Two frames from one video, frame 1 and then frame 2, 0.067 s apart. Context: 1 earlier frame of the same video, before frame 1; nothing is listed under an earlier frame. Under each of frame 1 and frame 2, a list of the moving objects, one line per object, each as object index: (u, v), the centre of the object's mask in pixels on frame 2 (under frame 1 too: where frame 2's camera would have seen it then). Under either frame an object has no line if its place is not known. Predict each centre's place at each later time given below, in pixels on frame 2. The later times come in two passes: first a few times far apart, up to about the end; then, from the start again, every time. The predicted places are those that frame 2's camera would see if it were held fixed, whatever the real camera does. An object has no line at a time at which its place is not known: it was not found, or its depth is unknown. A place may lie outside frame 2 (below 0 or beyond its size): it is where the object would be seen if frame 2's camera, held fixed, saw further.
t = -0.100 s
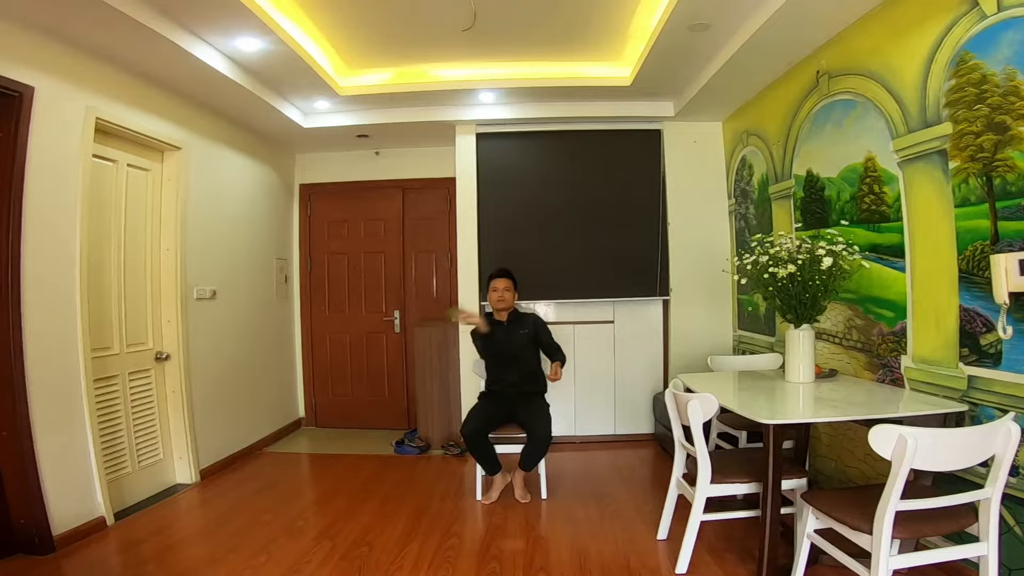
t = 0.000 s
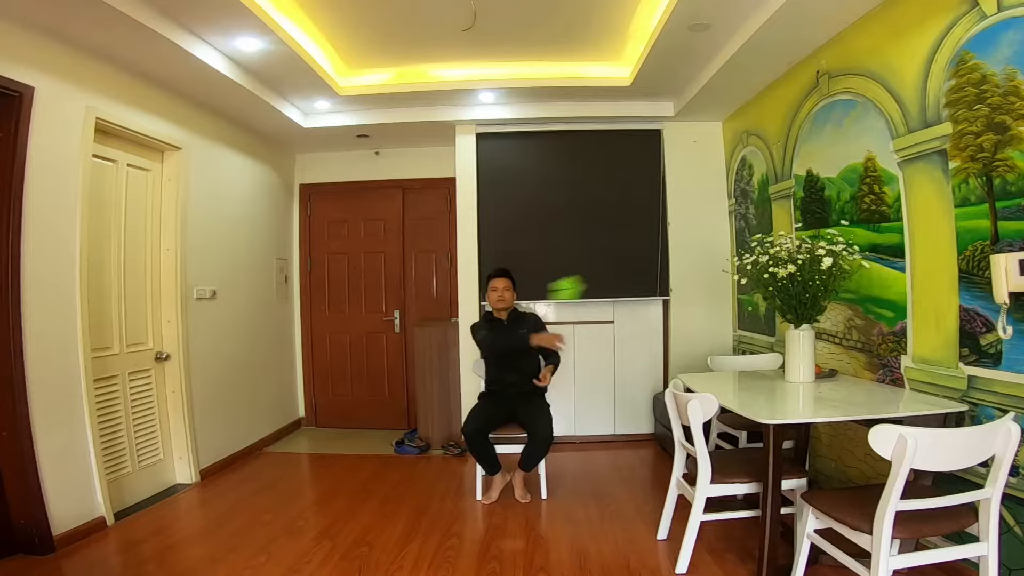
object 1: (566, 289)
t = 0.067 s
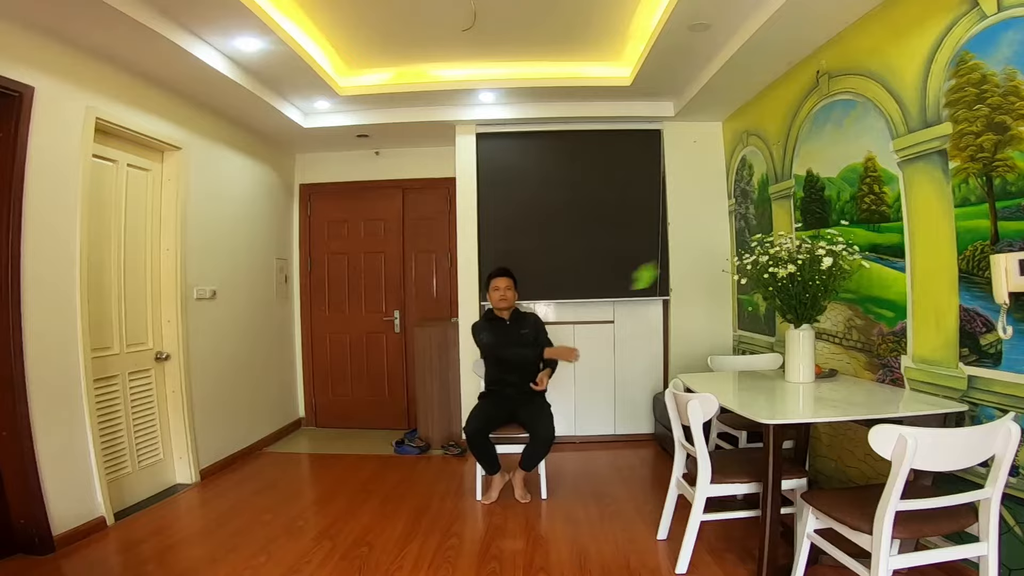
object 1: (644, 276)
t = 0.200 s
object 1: (693, 228)
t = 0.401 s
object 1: (545, 186)
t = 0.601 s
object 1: (458, 244)
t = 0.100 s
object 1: (673, 268)
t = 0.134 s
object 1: (692, 259)
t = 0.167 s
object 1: (697, 244)
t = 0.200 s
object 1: (693, 228)
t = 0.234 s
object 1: (675, 212)
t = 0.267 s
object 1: (652, 199)
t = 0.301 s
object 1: (626, 191)
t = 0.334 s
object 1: (598, 185)
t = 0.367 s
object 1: (570, 183)
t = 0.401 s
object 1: (545, 186)
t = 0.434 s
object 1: (522, 191)
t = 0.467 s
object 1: (503, 199)
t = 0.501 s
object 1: (489, 209)
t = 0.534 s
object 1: (477, 221)
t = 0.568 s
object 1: (466, 232)
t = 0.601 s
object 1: (458, 244)
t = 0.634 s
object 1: (454, 256)
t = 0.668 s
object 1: (450, 267)
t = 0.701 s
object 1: (450, 280)
